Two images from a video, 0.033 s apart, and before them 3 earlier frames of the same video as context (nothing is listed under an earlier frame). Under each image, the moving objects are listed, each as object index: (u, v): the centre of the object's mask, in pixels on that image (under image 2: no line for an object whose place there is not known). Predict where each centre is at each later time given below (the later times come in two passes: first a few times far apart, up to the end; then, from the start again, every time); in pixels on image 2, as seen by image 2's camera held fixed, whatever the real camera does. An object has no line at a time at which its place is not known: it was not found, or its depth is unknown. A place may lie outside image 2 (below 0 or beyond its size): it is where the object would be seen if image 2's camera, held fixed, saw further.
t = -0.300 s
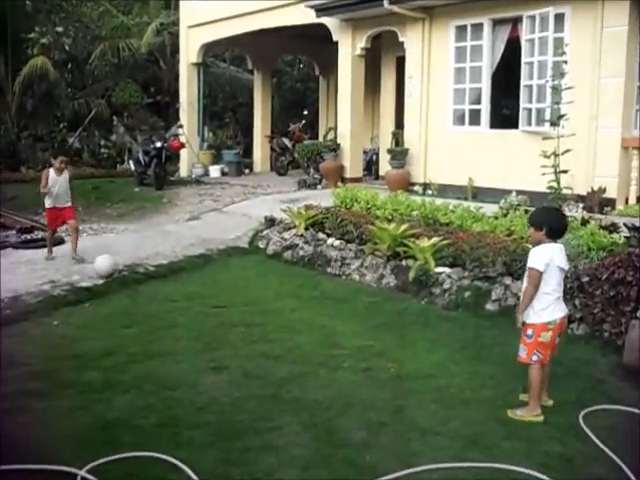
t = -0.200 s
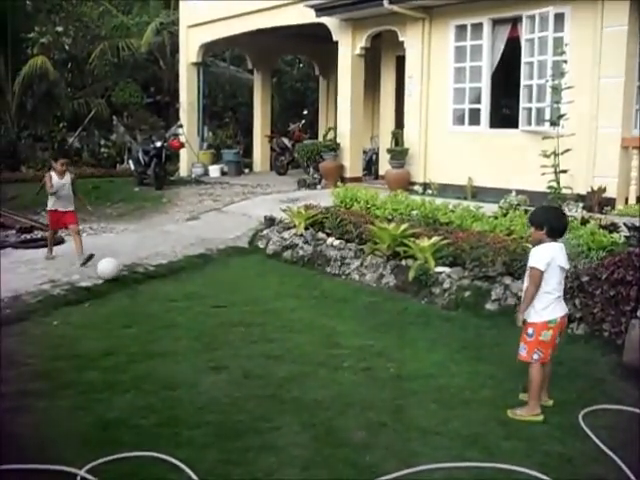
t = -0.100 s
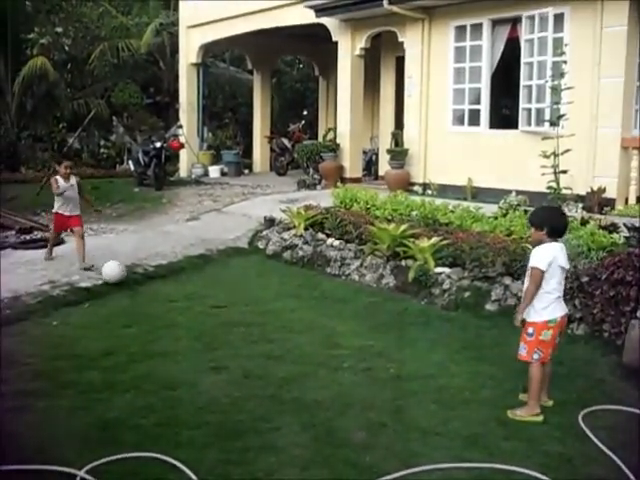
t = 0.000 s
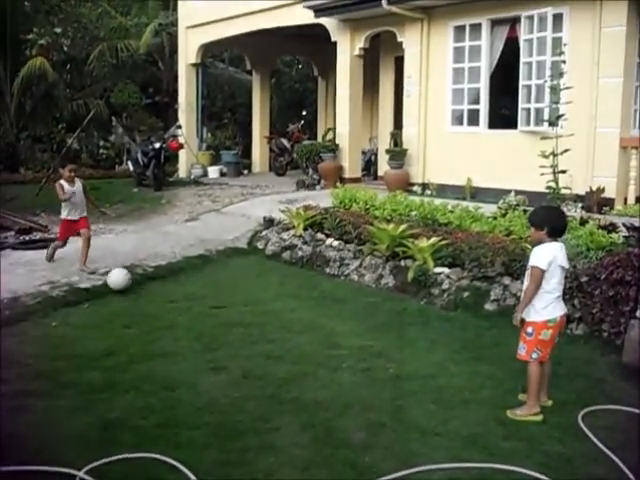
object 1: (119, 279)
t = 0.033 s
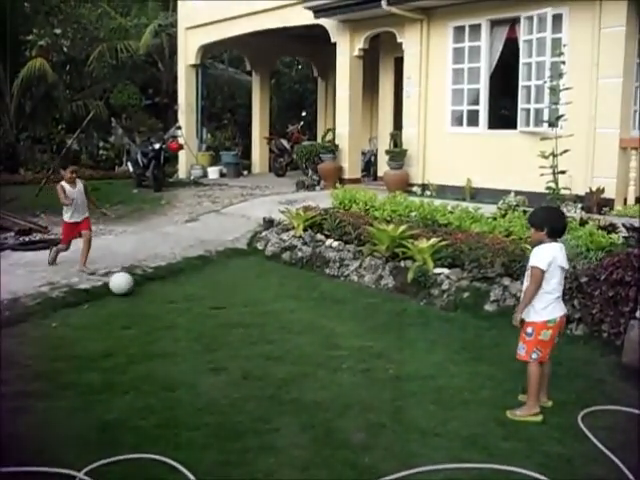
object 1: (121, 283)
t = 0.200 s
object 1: (131, 288)
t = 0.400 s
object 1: (141, 292)
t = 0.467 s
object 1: (145, 293)
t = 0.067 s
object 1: (123, 285)
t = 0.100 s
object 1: (125, 285)
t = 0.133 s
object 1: (127, 286)
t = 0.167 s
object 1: (129, 287)
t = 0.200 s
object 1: (131, 288)
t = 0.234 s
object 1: (133, 288)
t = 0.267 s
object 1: (134, 289)
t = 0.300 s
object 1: (136, 289)
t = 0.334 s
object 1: (138, 290)
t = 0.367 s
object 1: (140, 291)
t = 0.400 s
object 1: (141, 292)
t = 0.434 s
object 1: (143, 293)
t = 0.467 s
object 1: (145, 293)
